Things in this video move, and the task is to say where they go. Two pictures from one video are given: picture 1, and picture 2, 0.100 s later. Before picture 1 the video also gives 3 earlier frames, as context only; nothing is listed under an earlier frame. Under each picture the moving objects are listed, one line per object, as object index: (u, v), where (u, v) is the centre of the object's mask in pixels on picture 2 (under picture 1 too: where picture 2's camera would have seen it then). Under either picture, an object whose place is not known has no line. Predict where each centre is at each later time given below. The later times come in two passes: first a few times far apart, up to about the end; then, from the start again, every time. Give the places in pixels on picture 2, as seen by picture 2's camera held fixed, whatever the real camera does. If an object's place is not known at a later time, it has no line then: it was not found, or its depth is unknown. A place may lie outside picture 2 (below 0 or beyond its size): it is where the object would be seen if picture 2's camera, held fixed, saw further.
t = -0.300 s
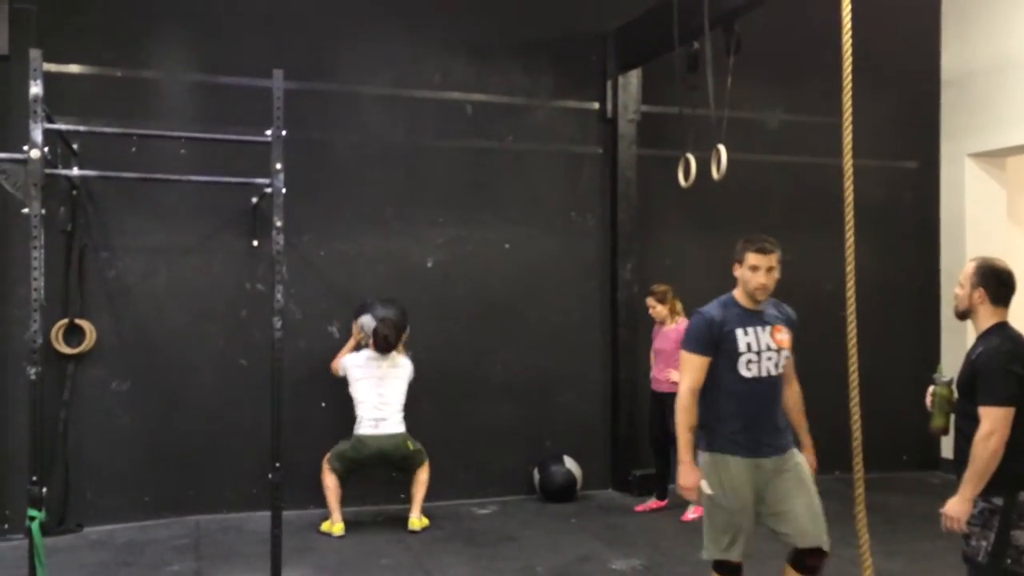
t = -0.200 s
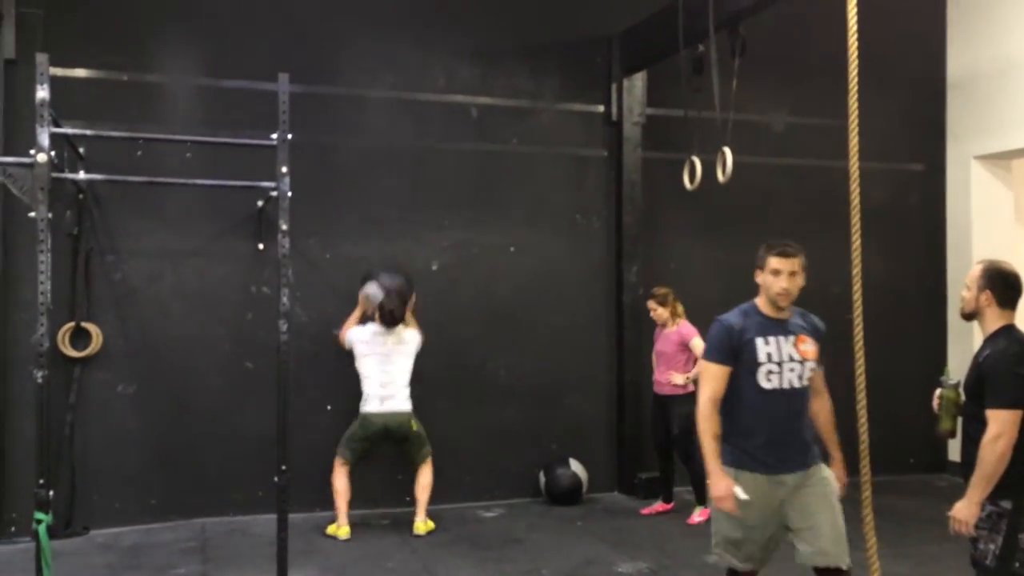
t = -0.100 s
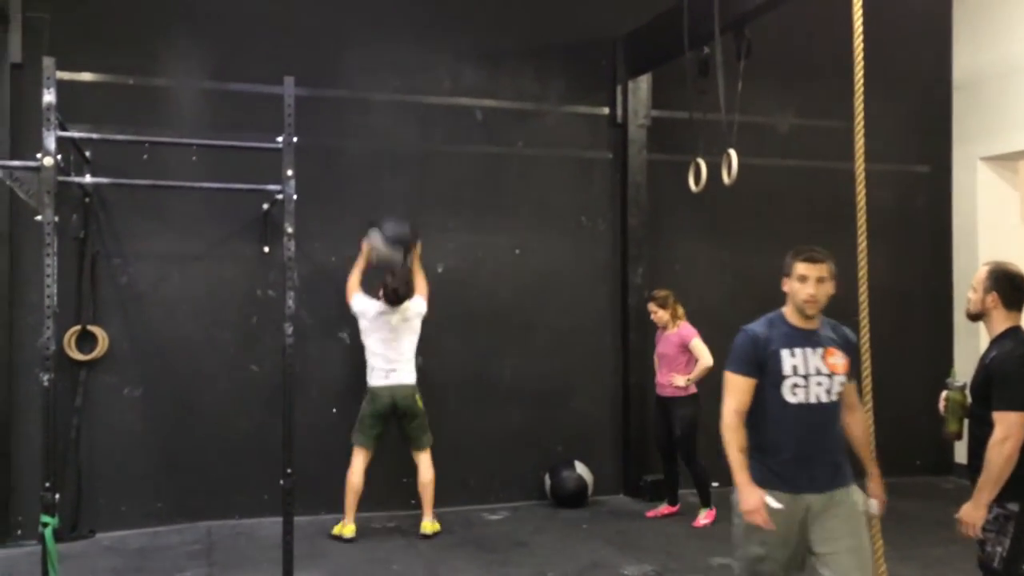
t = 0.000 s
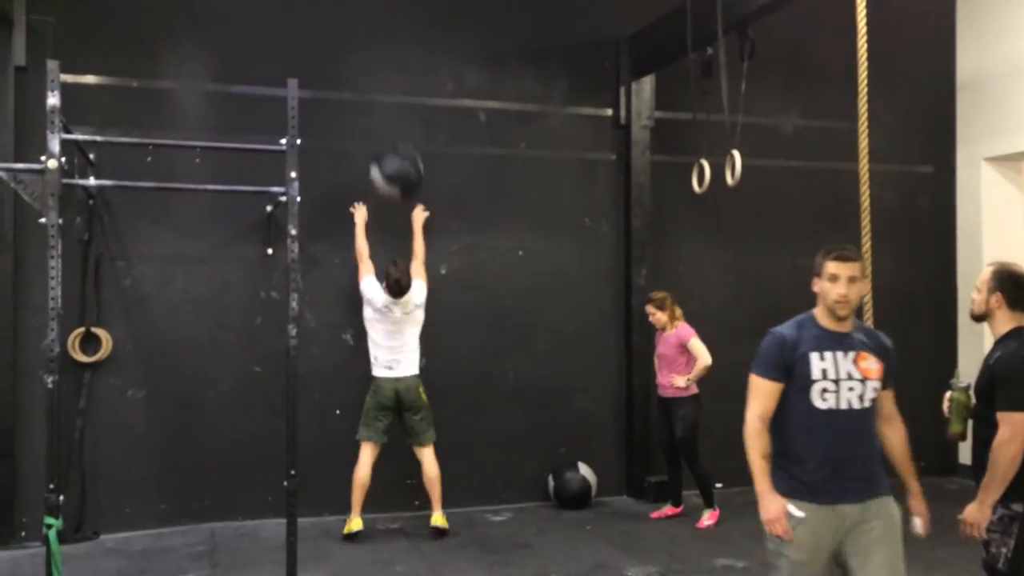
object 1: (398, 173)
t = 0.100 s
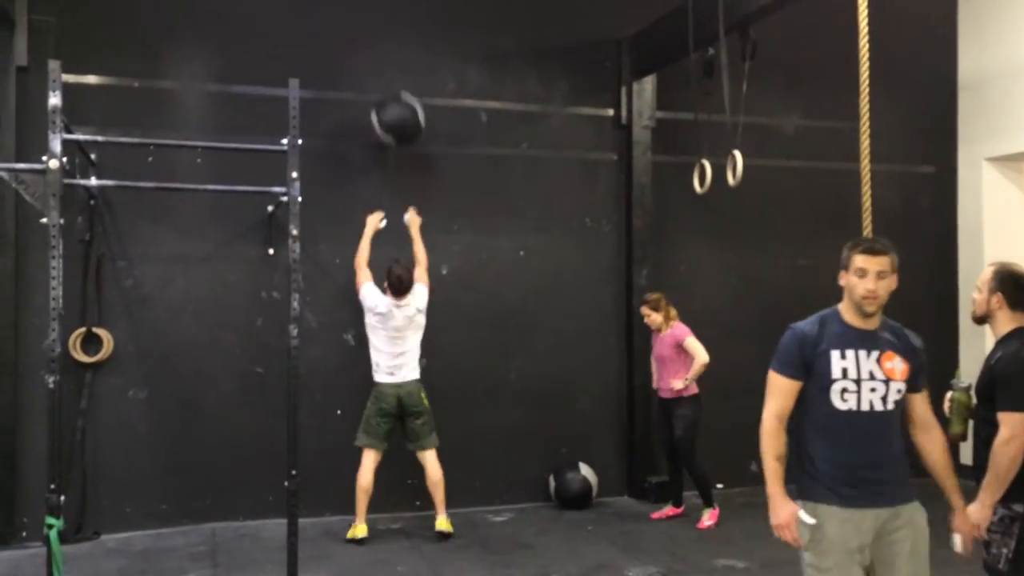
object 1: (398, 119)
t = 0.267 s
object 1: (399, 63)
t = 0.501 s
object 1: (401, 45)
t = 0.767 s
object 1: (407, 114)
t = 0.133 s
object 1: (398, 105)
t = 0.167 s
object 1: (398, 92)
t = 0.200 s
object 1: (398, 80)
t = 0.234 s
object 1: (398, 71)
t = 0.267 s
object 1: (399, 63)
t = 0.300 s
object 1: (399, 55)
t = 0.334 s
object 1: (400, 50)
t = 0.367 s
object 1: (401, 47)
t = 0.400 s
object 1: (399, 46)
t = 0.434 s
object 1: (401, 44)
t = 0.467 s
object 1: (402, 44)
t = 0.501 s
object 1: (401, 45)
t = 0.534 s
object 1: (403, 48)
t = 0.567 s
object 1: (402, 52)
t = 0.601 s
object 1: (403, 59)
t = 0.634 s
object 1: (404, 67)
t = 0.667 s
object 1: (404, 76)
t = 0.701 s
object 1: (405, 86)
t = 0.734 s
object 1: (406, 100)
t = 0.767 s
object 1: (407, 114)
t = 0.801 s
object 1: (407, 129)
